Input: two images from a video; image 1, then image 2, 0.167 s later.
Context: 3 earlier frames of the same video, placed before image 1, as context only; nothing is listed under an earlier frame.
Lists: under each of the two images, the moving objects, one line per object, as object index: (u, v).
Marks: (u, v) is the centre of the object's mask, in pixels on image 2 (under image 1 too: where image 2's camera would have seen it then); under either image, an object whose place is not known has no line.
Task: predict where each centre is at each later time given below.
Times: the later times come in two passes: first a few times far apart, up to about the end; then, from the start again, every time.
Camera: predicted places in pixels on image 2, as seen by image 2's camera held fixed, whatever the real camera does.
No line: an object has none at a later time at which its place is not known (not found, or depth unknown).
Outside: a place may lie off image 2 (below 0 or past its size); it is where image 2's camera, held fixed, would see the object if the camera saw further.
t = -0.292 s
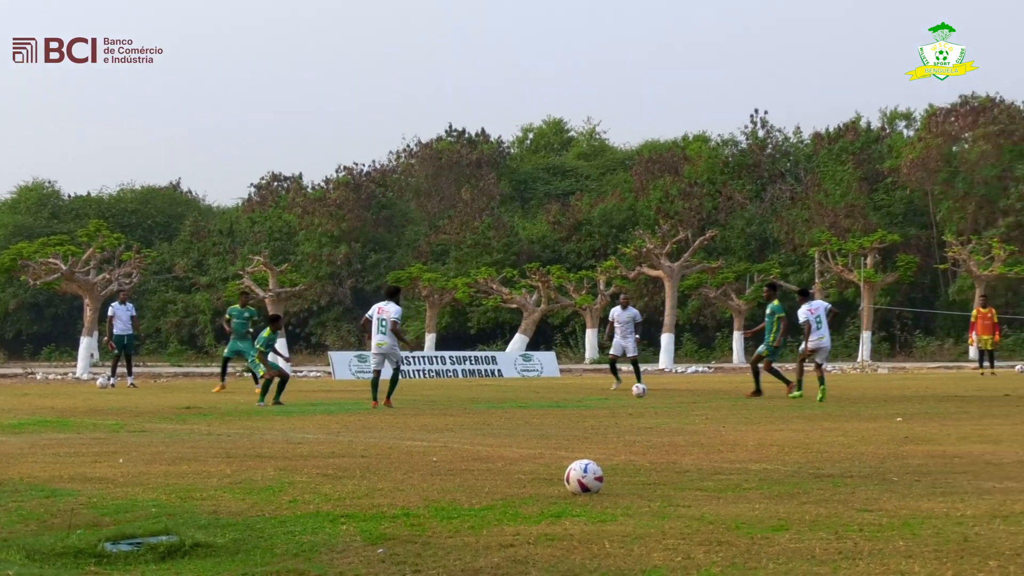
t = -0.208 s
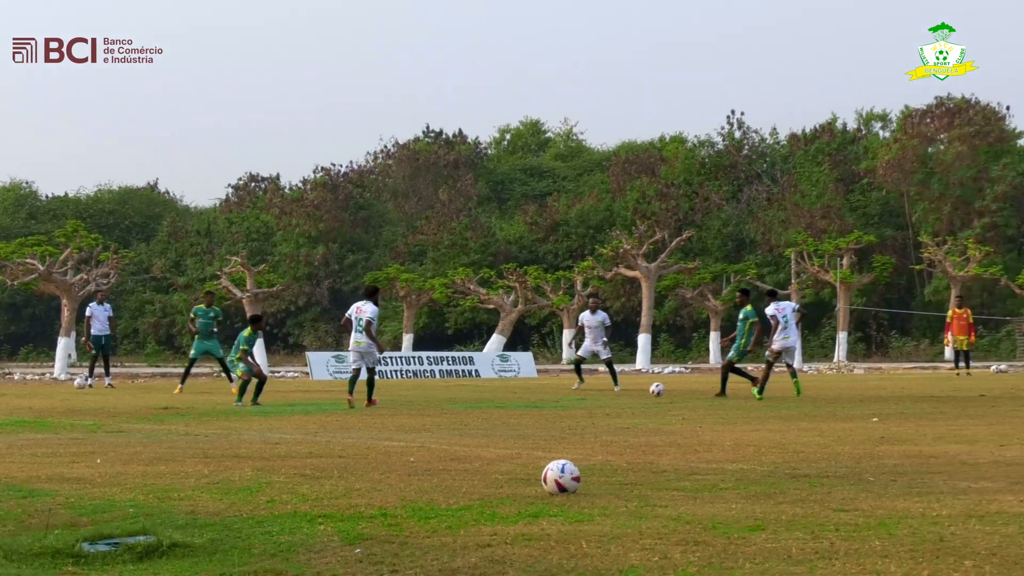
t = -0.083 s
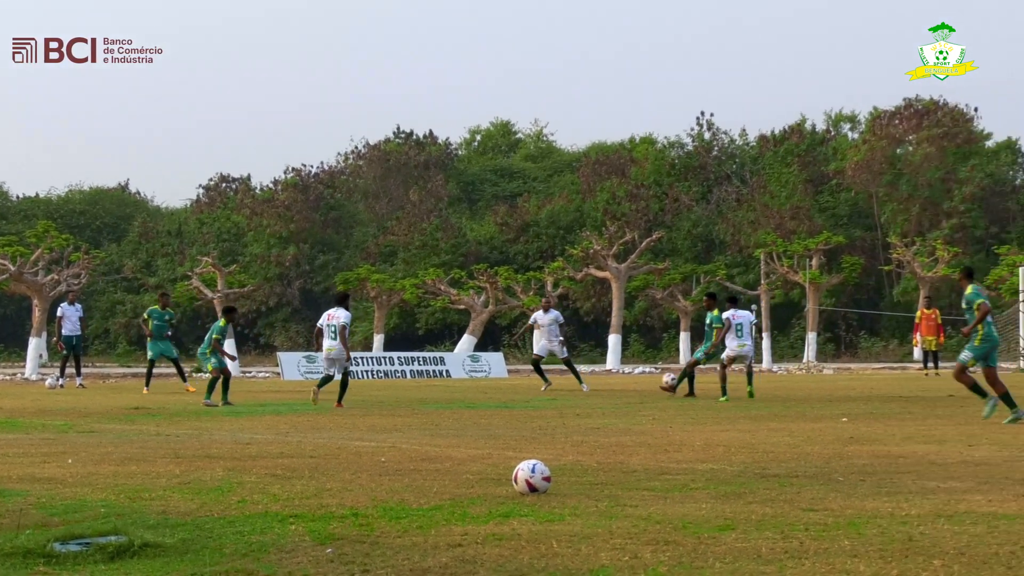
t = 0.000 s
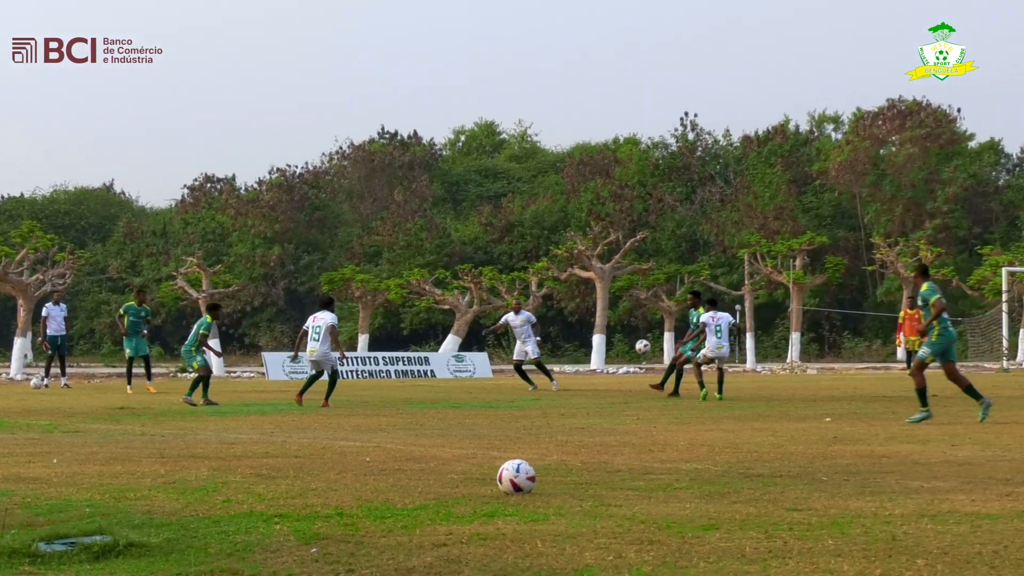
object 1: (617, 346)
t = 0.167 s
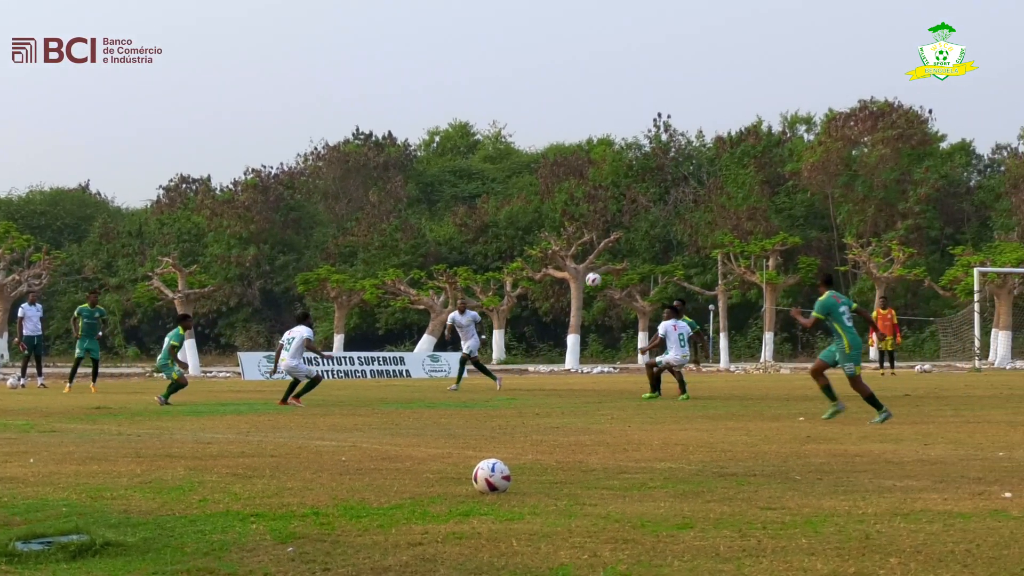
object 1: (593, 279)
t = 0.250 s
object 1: (584, 260)
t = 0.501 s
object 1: (562, 225)
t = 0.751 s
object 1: (543, 232)
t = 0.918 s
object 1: (533, 264)
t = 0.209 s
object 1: (589, 269)
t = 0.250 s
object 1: (584, 260)
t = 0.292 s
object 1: (580, 252)
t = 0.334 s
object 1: (576, 244)
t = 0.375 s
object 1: (572, 237)
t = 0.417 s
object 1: (568, 232)
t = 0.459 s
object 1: (565, 228)
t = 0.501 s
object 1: (562, 225)
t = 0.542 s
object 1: (558, 223)
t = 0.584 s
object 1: (555, 222)
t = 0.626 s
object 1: (552, 223)
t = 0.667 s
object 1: (549, 224)
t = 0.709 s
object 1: (546, 228)
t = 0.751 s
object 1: (543, 232)
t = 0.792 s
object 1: (540, 238)
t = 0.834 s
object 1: (538, 245)
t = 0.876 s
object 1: (535, 253)
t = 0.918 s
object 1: (533, 264)
